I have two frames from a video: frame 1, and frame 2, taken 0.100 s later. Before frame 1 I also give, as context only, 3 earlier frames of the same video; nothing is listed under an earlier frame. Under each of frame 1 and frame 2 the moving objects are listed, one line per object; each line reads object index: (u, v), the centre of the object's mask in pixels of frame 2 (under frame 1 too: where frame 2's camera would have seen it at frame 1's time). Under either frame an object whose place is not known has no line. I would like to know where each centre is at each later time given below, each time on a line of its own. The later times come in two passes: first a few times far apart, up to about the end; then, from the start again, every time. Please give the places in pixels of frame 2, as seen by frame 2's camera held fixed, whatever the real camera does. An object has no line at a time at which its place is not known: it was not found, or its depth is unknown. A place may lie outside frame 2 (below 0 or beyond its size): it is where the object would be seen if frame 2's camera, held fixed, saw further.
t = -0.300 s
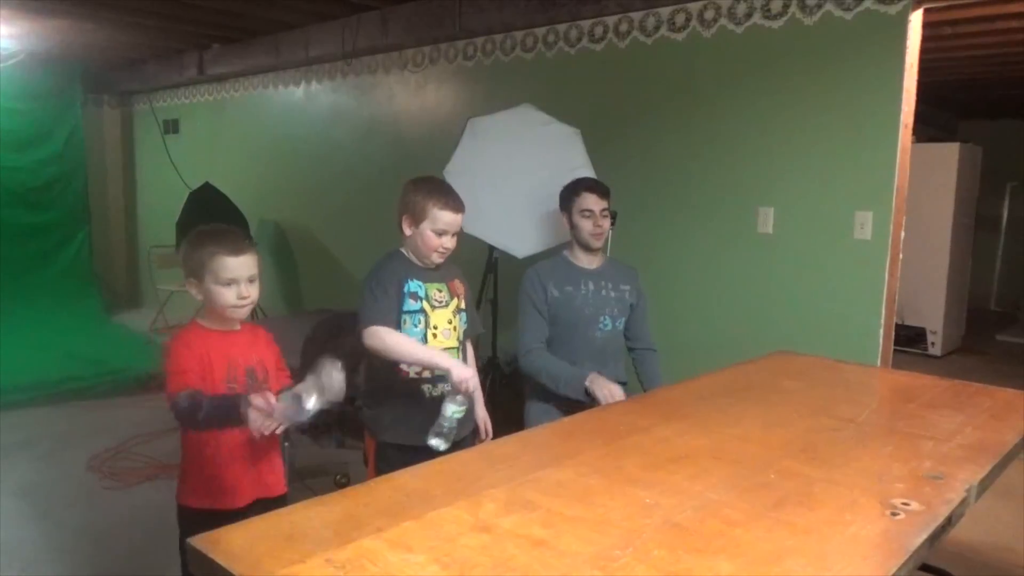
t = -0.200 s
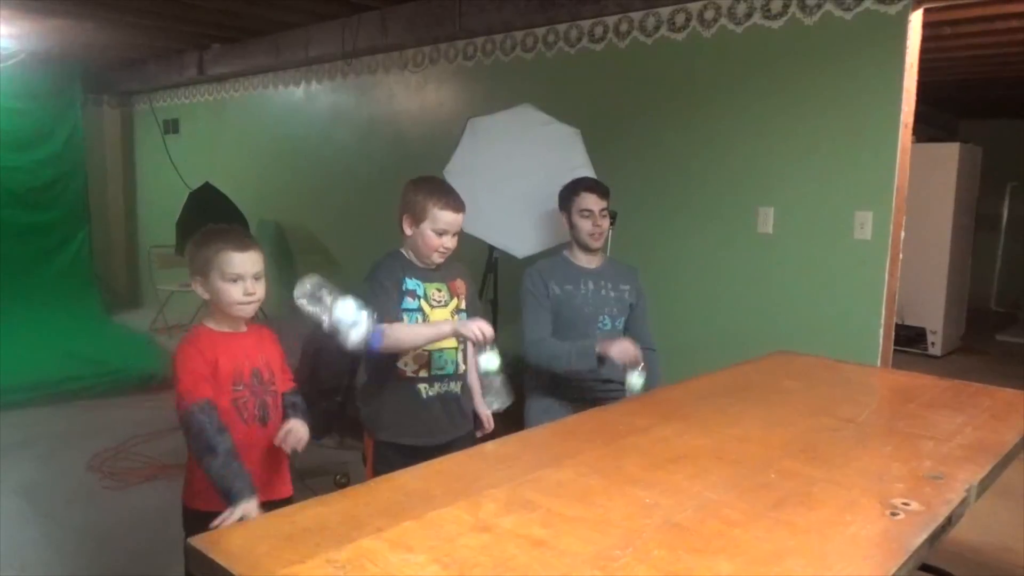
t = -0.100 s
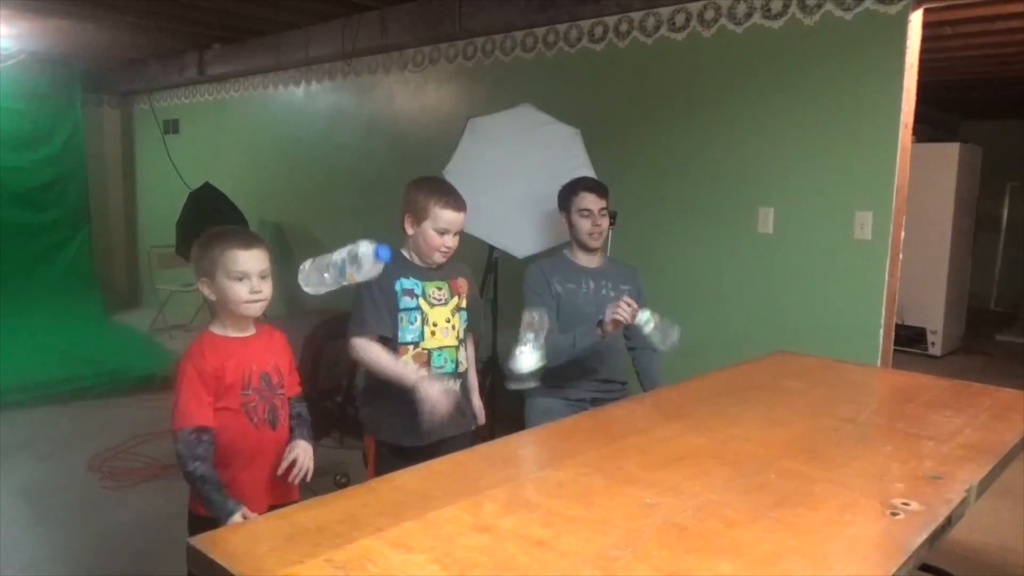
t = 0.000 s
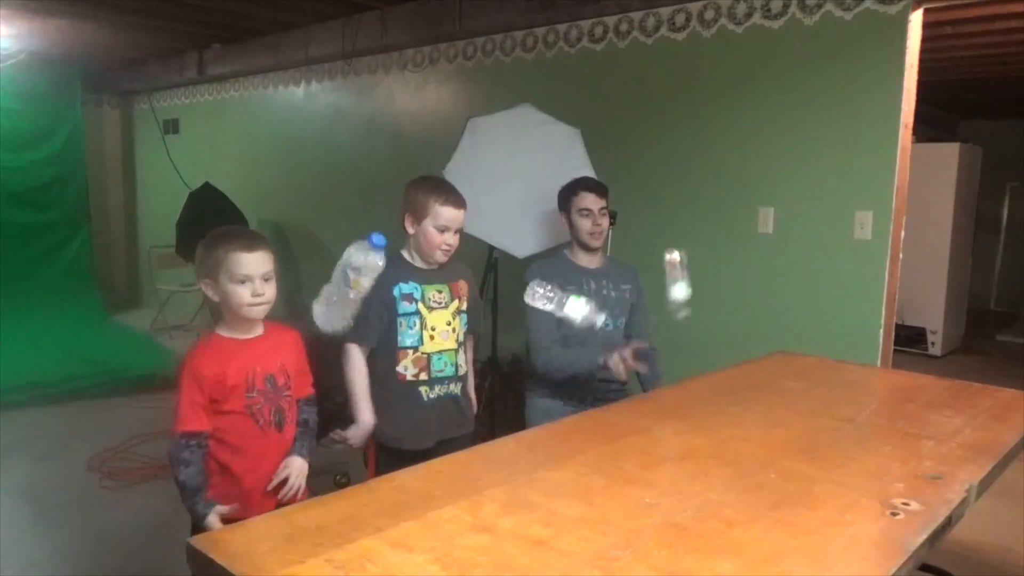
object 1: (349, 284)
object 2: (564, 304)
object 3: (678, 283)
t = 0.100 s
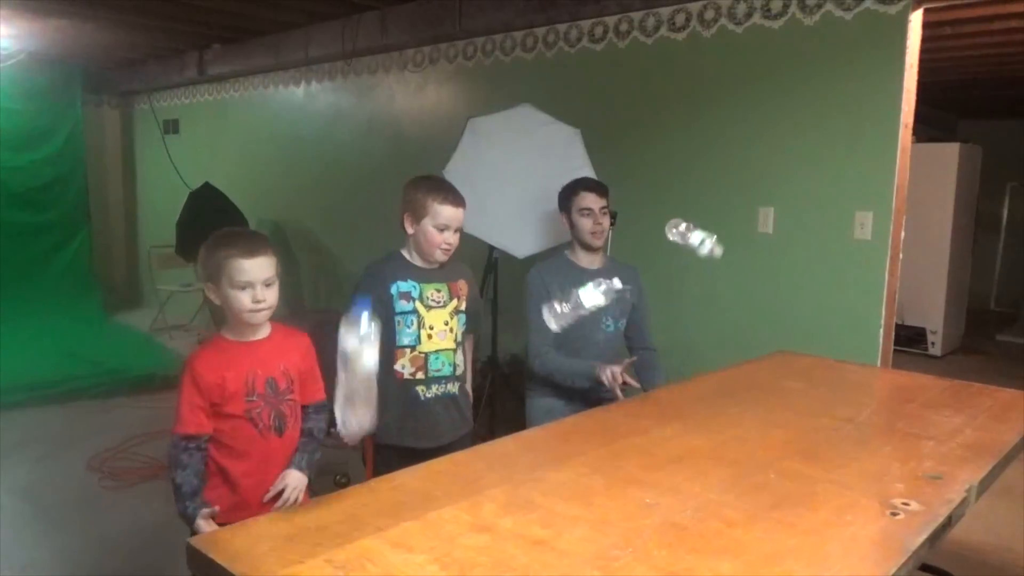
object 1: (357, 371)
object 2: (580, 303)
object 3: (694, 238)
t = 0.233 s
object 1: (363, 477)
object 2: (596, 376)
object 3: (703, 236)
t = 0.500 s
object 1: (374, 482)
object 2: (607, 385)
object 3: (704, 346)
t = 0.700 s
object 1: (372, 481)
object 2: (607, 385)
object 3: (687, 359)
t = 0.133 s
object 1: (359, 413)
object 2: (583, 312)
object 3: (697, 232)
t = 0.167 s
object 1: (362, 467)
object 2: (588, 328)
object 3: (699, 229)
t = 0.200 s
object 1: (362, 478)
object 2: (591, 349)
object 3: (701, 230)
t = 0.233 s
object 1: (363, 477)
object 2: (596, 376)
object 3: (703, 236)
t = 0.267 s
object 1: (366, 477)
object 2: (598, 382)
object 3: (704, 245)
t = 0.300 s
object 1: (369, 479)
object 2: (600, 383)
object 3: (705, 258)
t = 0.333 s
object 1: (372, 481)
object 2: (603, 384)
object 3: (706, 276)
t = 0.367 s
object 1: (374, 483)
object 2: (605, 384)
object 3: (706, 298)
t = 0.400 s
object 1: (375, 483)
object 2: (605, 385)
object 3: (706, 323)
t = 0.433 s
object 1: (376, 483)
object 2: (606, 385)
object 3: (706, 347)
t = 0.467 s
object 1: (375, 484)
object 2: (607, 385)
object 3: (705, 347)
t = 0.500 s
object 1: (374, 482)
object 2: (607, 385)
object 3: (704, 346)
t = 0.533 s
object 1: (372, 481)
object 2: (607, 385)
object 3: (703, 346)
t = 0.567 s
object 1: (371, 481)
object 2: (607, 385)
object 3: (701, 346)
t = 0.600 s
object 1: (371, 481)
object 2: (607, 385)
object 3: (699, 347)
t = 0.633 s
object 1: (371, 481)
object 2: (607, 385)
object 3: (695, 348)
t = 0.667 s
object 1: (371, 481)
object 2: (607, 385)
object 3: (691, 352)
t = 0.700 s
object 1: (372, 481)
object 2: (607, 385)
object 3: (687, 359)
